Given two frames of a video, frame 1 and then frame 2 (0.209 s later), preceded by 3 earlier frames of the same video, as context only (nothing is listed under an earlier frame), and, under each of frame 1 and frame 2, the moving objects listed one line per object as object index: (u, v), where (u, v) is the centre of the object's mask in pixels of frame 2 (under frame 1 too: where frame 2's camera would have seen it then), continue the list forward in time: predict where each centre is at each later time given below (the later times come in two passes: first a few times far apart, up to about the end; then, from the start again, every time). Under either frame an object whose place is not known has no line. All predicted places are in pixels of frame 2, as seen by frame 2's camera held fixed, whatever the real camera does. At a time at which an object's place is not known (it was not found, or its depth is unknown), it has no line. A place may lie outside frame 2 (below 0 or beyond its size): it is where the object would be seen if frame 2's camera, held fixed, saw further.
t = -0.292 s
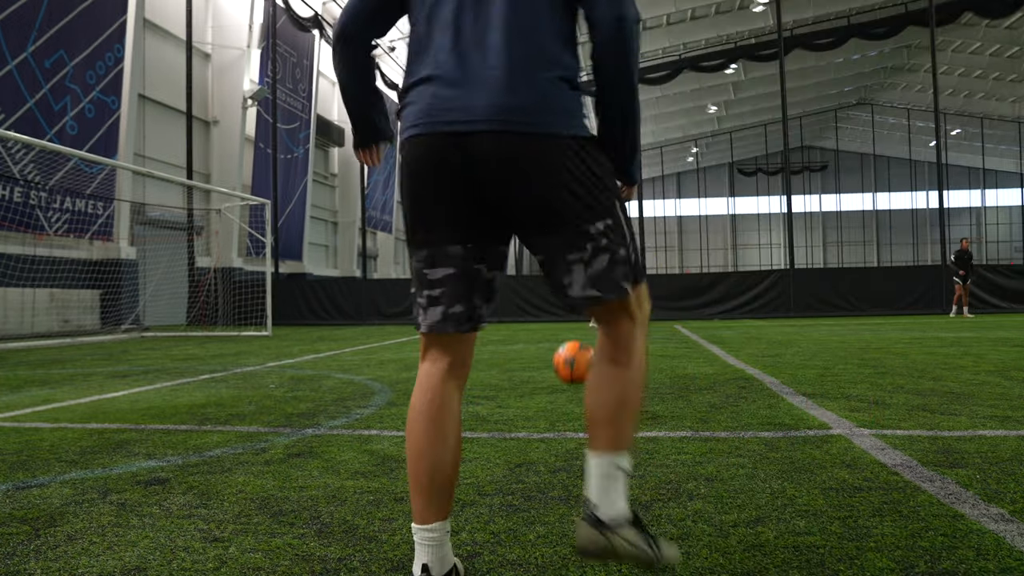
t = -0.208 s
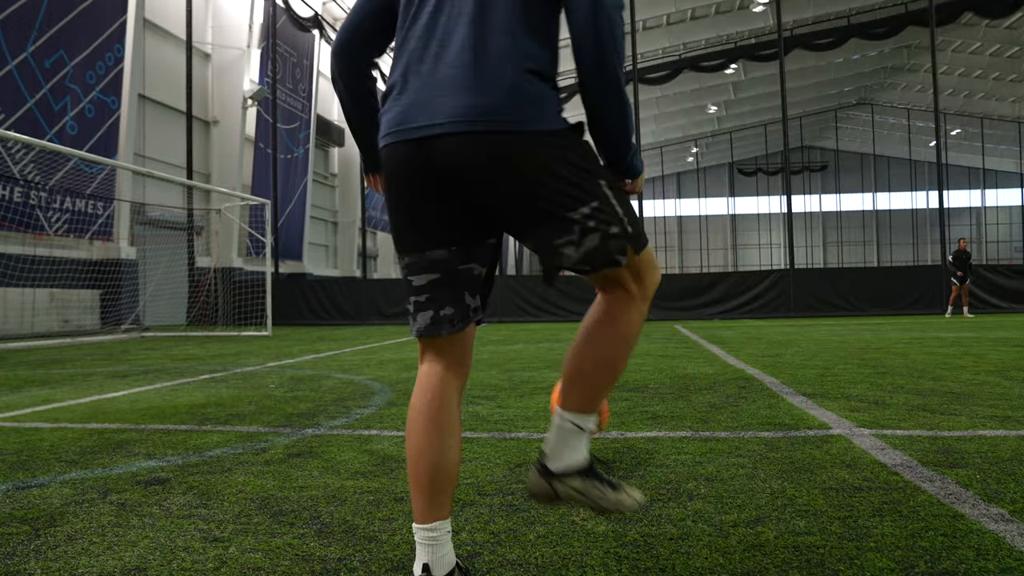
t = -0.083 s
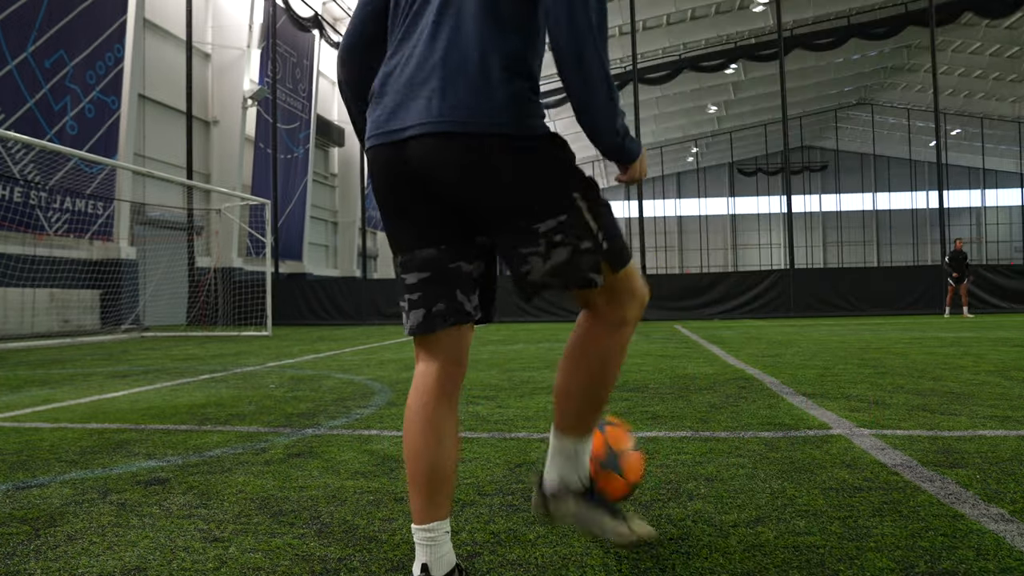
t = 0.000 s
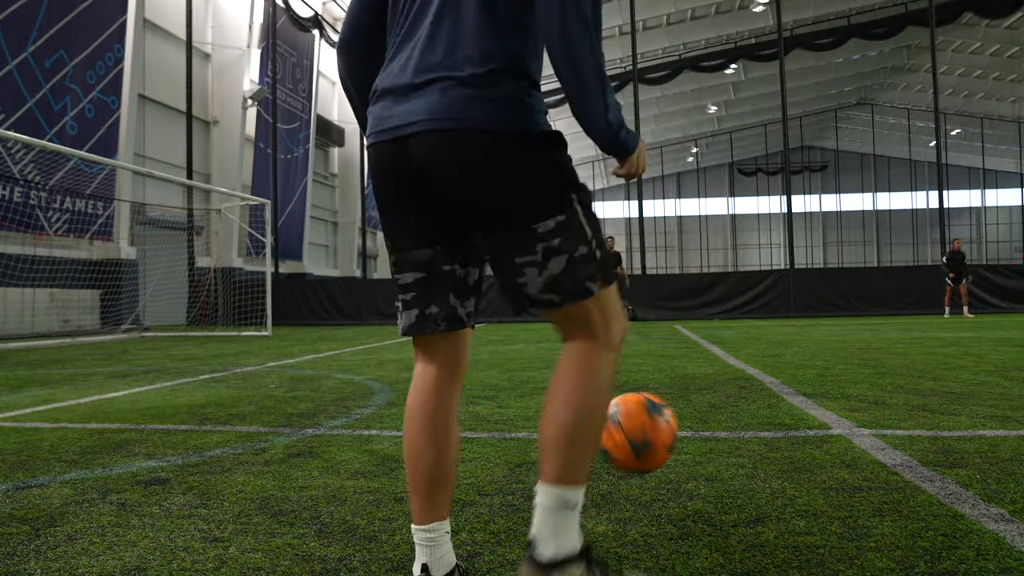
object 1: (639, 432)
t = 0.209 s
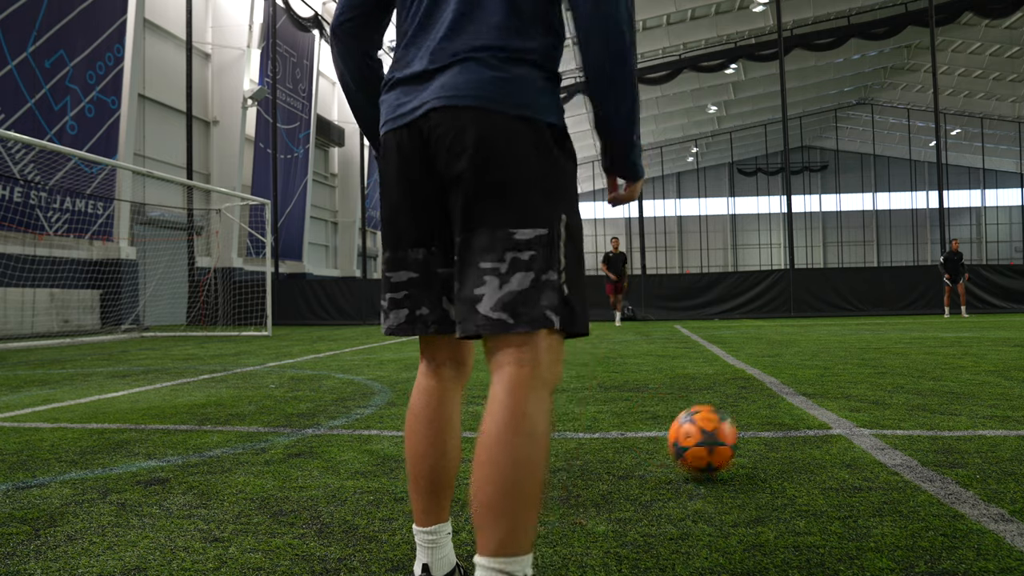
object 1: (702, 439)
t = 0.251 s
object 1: (710, 430)
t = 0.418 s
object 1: (738, 439)
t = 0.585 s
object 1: (762, 442)
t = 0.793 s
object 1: (791, 442)
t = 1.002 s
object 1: (820, 443)
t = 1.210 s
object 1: (843, 443)
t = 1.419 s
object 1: (865, 443)
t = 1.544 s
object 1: (876, 443)
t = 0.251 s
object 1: (710, 430)
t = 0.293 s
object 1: (718, 425)
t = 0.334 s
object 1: (724, 425)
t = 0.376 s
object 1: (731, 429)
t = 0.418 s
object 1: (738, 439)
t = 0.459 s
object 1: (745, 436)
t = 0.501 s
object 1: (751, 433)
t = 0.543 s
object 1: (756, 435)
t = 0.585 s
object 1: (762, 442)
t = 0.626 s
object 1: (768, 440)
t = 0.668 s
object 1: (774, 440)
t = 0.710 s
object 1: (780, 442)
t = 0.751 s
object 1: (786, 442)
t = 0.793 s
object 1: (791, 442)
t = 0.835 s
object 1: (797, 442)
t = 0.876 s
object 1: (803, 443)
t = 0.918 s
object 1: (809, 443)
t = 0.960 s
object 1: (814, 443)
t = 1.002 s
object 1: (820, 443)
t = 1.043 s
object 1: (825, 443)
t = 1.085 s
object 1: (830, 443)
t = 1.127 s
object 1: (835, 443)
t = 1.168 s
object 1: (839, 443)
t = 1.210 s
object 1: (843, 443)
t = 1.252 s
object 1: (848, 443)
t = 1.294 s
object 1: (852, 443)
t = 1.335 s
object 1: (857, 443)
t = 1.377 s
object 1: (861, 443)
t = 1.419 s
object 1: (865, 443)
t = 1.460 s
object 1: (869, 443)
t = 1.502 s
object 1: (873, 443)
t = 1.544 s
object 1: (876, 443)
